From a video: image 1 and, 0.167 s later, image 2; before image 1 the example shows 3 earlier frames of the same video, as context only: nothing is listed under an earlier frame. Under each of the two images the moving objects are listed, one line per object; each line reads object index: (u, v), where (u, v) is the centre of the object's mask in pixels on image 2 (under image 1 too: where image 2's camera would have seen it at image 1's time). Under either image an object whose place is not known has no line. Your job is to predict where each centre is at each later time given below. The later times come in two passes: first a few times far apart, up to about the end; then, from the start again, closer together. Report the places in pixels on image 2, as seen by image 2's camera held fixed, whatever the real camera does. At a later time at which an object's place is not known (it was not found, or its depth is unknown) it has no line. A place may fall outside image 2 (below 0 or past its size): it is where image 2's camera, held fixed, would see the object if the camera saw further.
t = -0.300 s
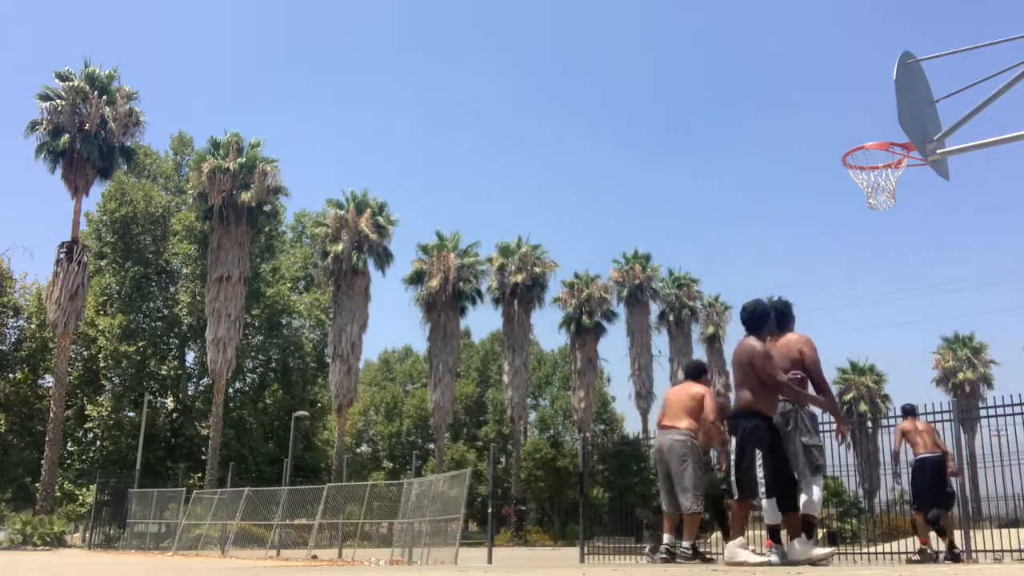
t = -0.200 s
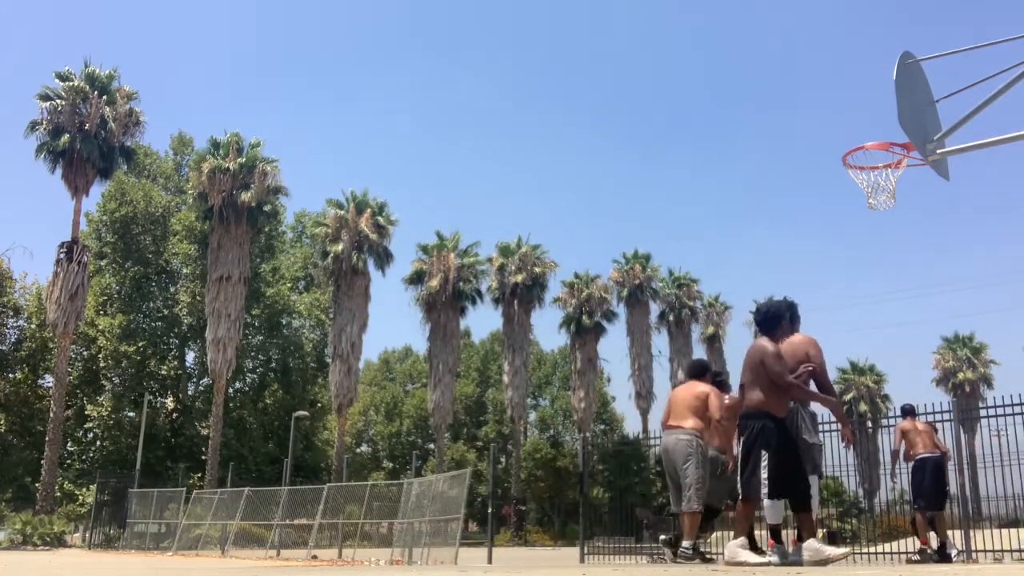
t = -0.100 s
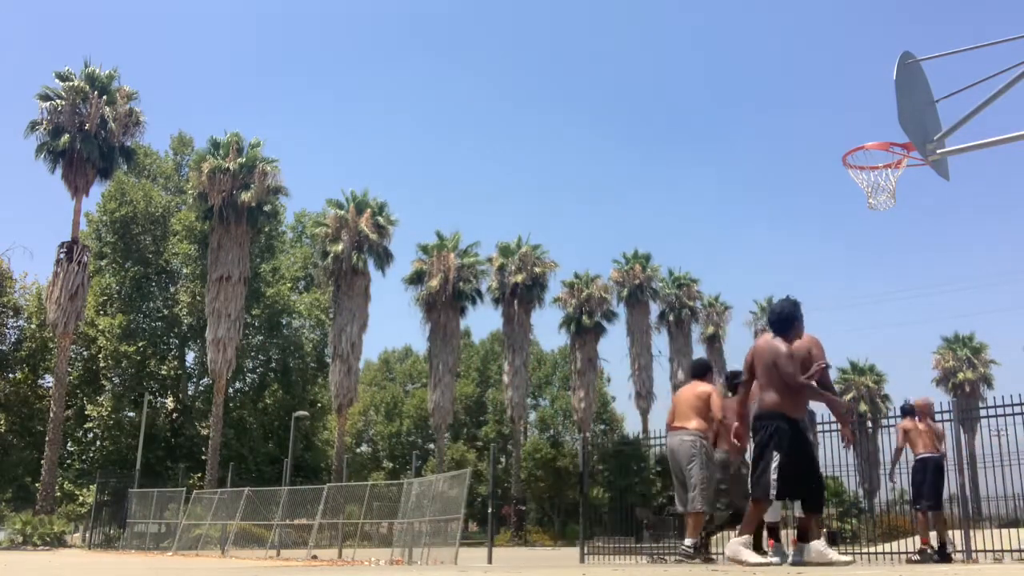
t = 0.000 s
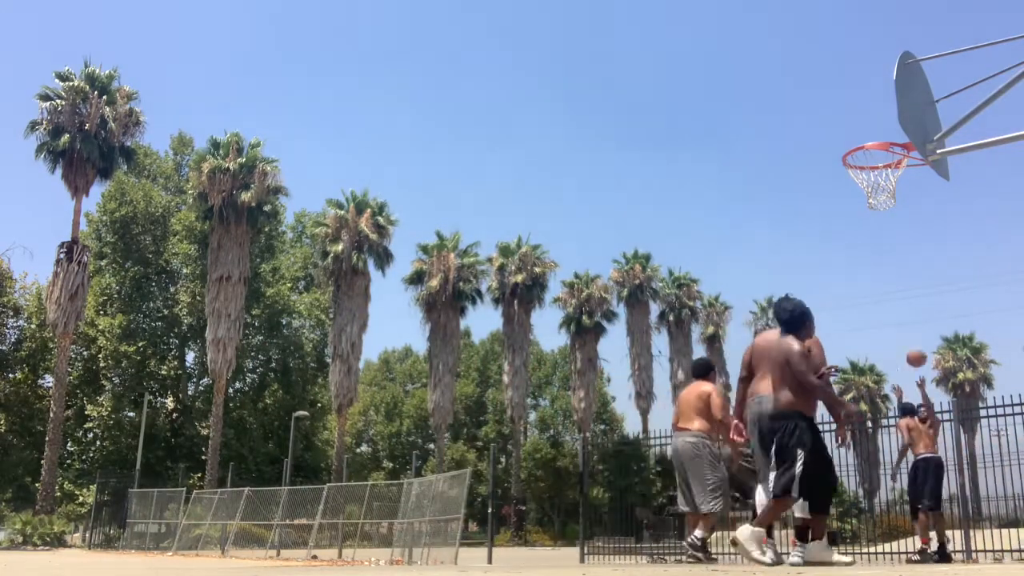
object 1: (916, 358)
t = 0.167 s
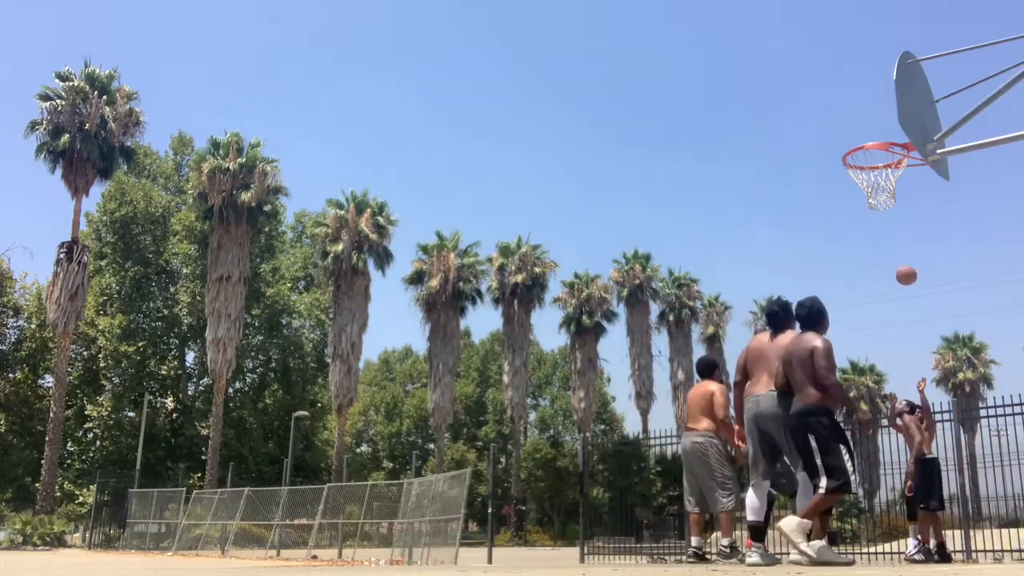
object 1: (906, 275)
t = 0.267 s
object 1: (901, 233)
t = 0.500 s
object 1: (887, 157)
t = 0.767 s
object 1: (883, 111)
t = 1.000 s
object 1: (879, 121)
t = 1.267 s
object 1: (880, 184)
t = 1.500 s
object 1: (887, 199)
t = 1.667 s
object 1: (884, 227)
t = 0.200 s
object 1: (904, 260)
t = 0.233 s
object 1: (902, 247)
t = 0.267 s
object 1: (901, 233)
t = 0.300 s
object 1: (899, 220)
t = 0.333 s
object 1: (899, 209)
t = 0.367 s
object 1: (901, 196)
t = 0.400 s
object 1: (900, 186)
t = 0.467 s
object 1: (890, 162)
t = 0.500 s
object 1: (887, 157)
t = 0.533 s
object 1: (889, 148)
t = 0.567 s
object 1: (889, 135)
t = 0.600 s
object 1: (887, 132)
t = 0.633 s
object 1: (886, 127)
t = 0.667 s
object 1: (885, 122)
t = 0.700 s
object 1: (884, 117)
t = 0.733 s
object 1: (883, 113)
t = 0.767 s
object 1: (883, 111)
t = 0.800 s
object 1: (882, 109)
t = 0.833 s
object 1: (881, 108)
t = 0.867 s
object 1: (881, 108)
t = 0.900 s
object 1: (880, 110)
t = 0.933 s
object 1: (879, 112)
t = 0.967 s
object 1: (879, 116)
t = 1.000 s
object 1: (879, 121)
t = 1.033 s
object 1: (878, 127)
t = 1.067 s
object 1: (879, 131)
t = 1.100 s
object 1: (878, 144)
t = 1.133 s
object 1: (875, 161)
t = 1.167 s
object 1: (870, 176)
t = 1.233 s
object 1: (878, 185)
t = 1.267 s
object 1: (880, 184)
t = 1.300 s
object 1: (878, 185)
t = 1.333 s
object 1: (884, 189)
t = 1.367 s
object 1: (885, 195)
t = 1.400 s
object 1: (889, 195)
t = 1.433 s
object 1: (885, 202)
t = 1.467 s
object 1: (887, 196)
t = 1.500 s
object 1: (887, 199)
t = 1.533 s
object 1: (885, 205)
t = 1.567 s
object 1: (884, 205)
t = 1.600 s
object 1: (884, 211)
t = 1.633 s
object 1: (884, 219)
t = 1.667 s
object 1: (884, 227)
